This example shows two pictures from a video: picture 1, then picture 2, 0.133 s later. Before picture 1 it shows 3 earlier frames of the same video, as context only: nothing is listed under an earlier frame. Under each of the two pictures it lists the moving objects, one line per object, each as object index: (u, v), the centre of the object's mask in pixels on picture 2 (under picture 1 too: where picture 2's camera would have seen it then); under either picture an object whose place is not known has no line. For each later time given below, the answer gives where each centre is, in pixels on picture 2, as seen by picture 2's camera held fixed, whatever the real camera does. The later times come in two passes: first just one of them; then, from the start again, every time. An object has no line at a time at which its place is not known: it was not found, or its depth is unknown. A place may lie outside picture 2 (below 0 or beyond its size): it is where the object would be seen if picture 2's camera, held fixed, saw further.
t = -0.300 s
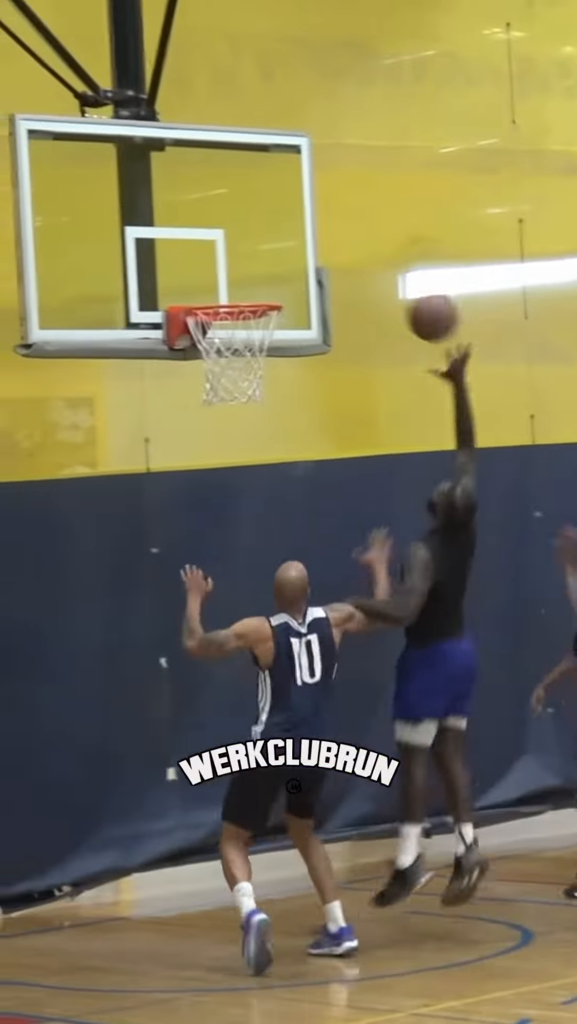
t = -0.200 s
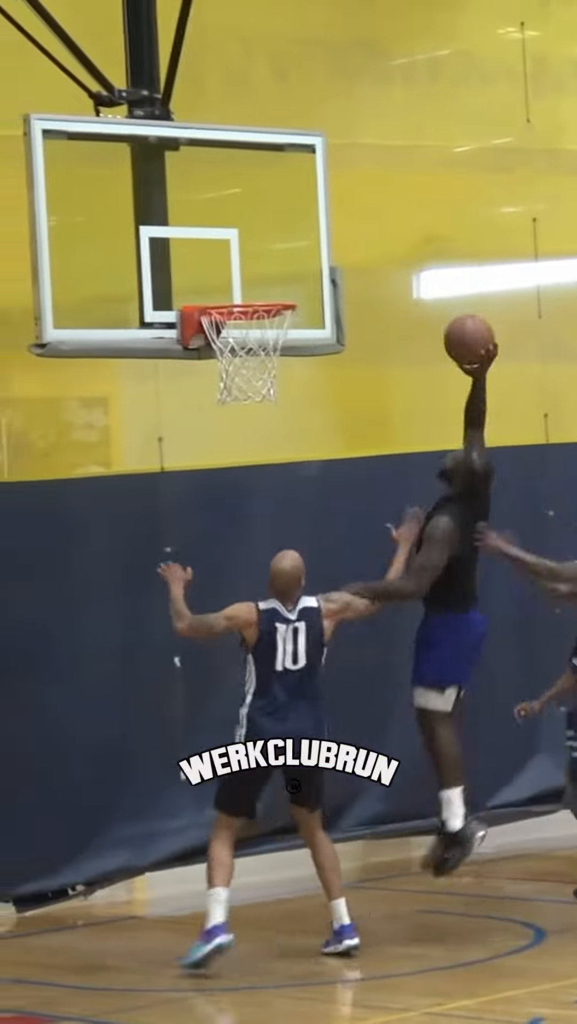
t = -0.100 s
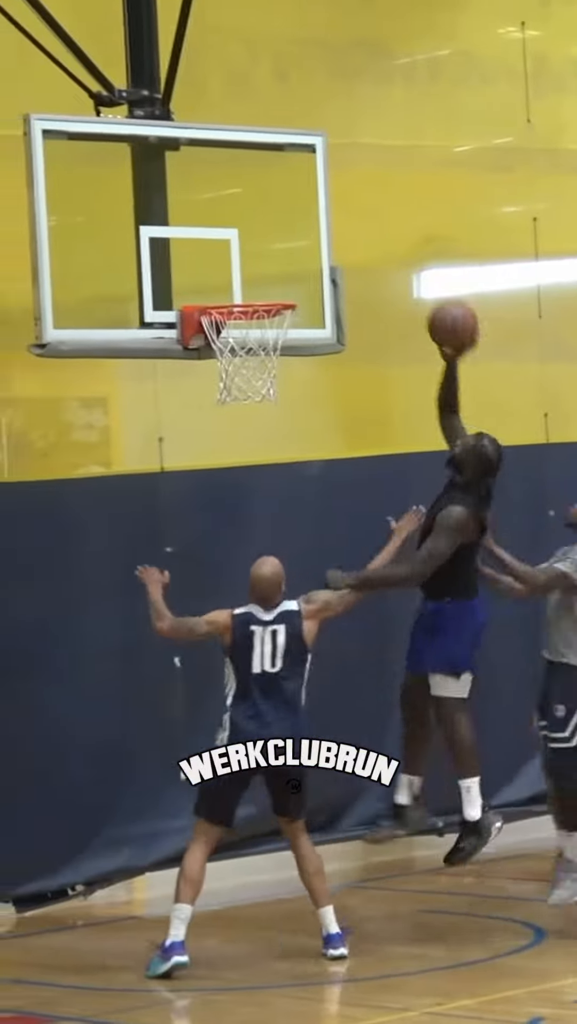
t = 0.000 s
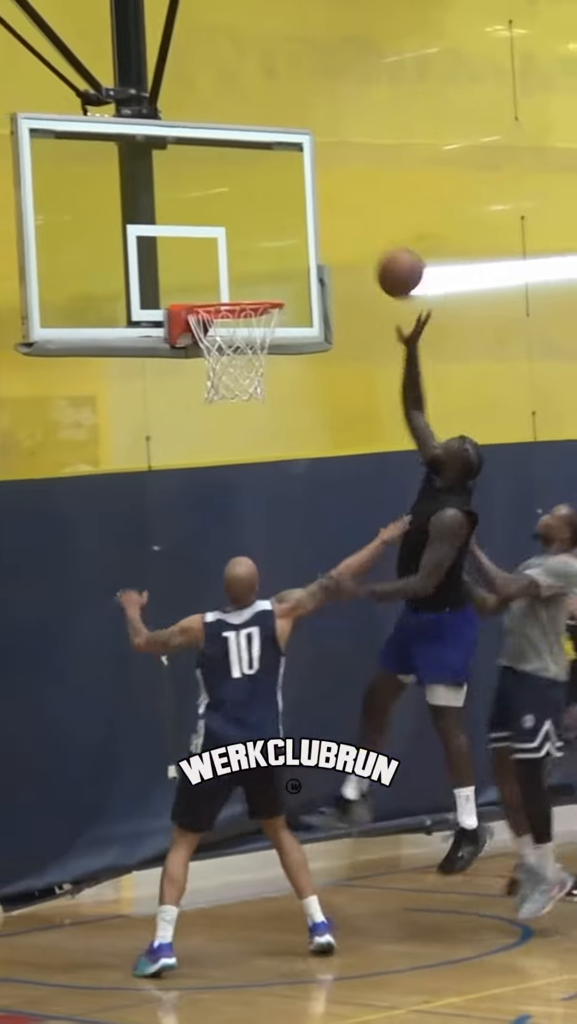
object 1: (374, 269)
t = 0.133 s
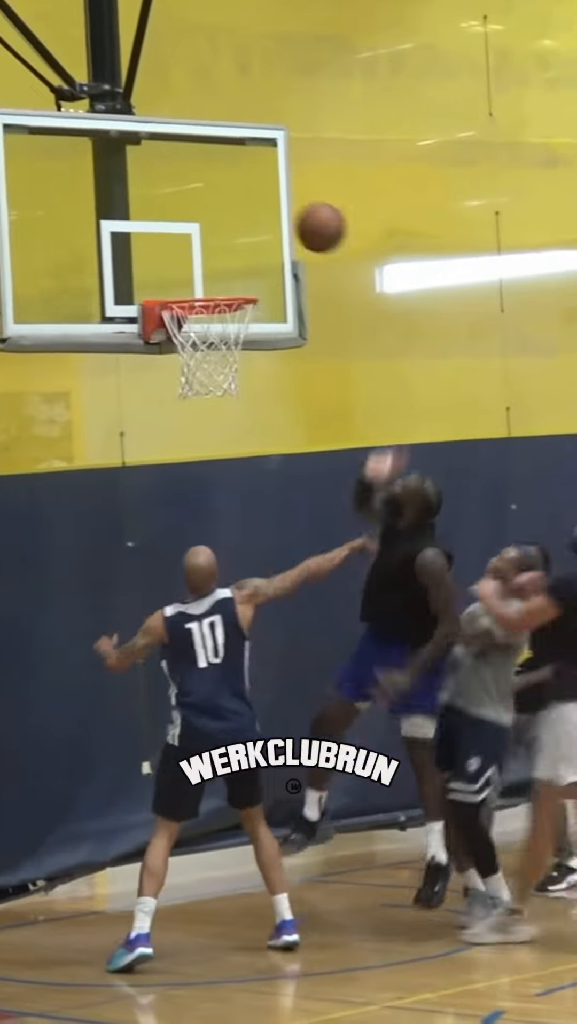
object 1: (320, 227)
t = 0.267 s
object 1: (268, 222)
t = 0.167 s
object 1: (308, 223)
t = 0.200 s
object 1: (294, 220)
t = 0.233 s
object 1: (281, 220)
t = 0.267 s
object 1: (268, 222)
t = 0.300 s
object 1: (255, 227)
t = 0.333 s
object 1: (243, 233)
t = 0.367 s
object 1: (231, 242)
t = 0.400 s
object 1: (220, 254)
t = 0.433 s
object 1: (207, 267)
